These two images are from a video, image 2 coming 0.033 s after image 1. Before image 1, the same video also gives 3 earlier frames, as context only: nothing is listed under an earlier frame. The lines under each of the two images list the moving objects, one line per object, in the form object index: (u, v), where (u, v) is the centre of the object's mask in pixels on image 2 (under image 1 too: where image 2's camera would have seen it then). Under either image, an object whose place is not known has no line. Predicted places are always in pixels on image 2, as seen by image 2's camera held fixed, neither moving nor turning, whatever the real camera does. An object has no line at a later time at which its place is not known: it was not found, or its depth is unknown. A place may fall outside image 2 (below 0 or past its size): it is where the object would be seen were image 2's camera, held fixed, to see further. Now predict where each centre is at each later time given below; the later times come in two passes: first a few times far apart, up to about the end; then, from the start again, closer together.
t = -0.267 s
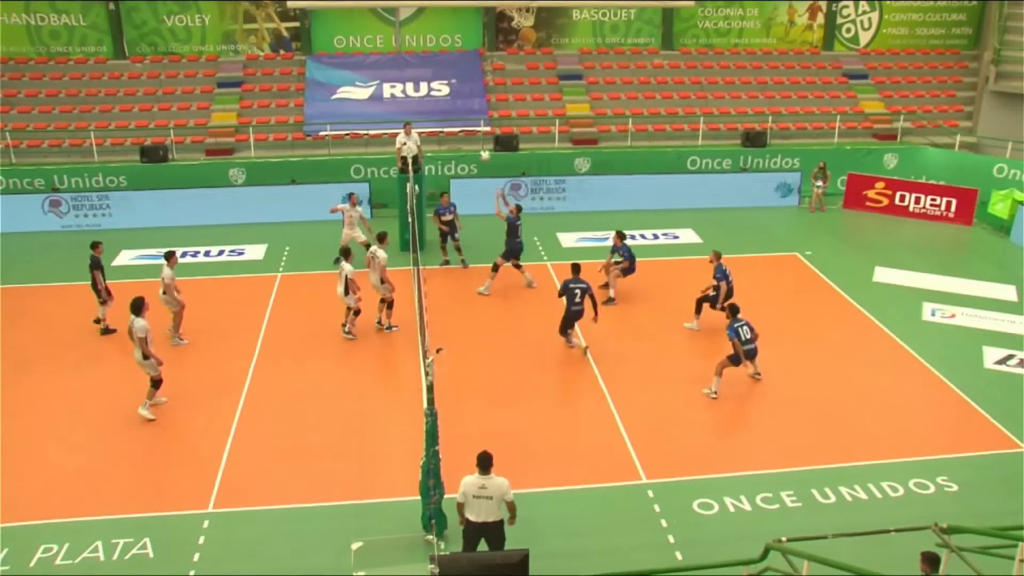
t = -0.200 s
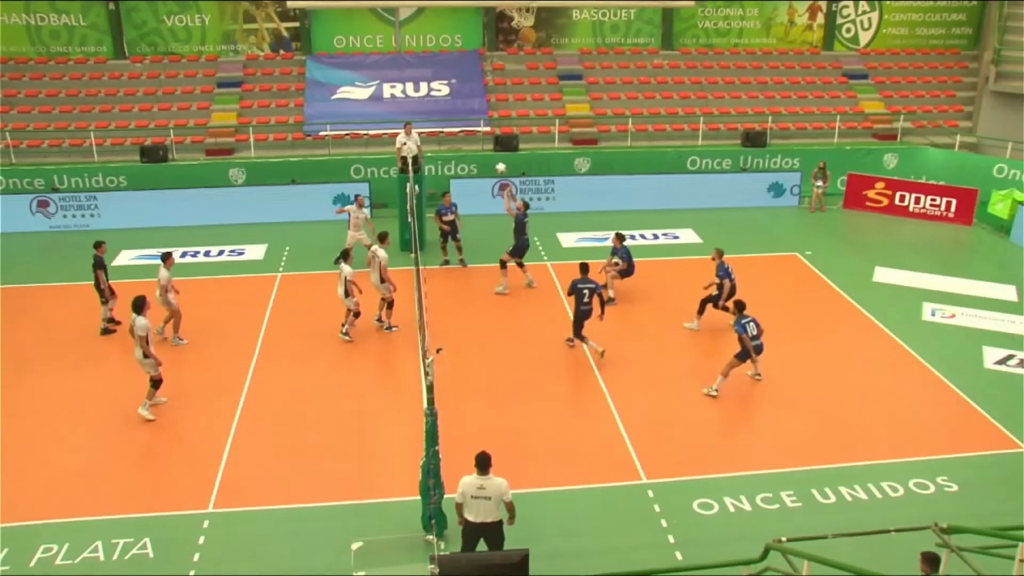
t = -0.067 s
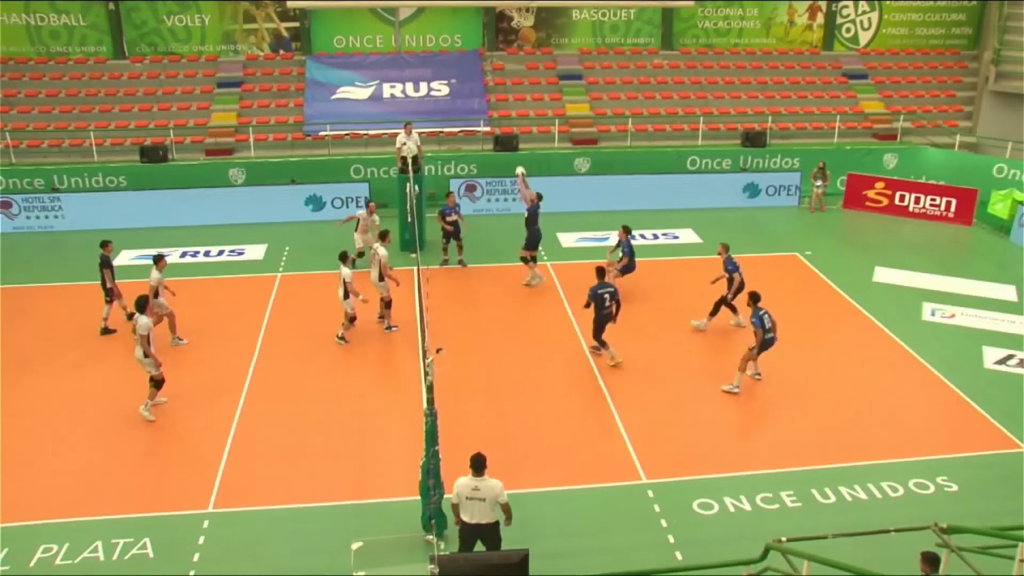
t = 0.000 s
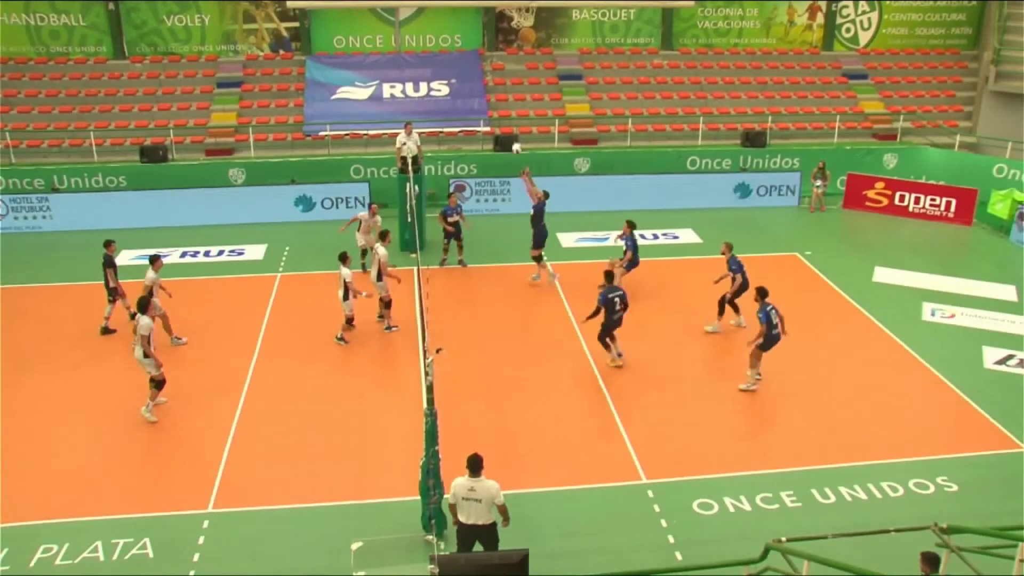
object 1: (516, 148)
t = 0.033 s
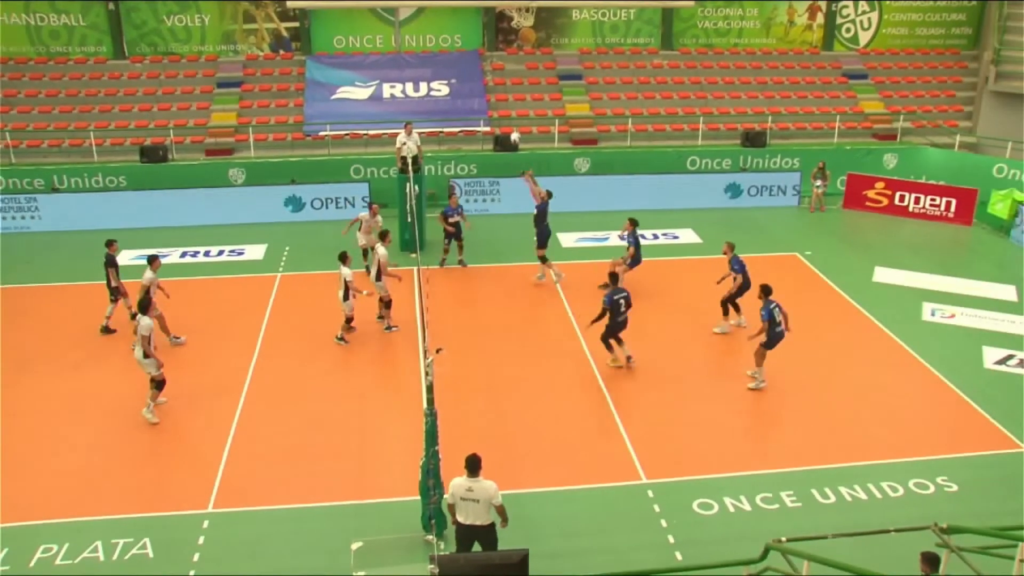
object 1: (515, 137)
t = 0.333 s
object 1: (502, 63)
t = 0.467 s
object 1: (495, 44)
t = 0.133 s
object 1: (510, 107)
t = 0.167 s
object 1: (508, 98)
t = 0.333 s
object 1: (502, 63)
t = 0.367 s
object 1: (500, 57)
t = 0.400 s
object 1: (498, 52)
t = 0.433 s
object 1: (497, 48)
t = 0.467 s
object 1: (495, 44)
